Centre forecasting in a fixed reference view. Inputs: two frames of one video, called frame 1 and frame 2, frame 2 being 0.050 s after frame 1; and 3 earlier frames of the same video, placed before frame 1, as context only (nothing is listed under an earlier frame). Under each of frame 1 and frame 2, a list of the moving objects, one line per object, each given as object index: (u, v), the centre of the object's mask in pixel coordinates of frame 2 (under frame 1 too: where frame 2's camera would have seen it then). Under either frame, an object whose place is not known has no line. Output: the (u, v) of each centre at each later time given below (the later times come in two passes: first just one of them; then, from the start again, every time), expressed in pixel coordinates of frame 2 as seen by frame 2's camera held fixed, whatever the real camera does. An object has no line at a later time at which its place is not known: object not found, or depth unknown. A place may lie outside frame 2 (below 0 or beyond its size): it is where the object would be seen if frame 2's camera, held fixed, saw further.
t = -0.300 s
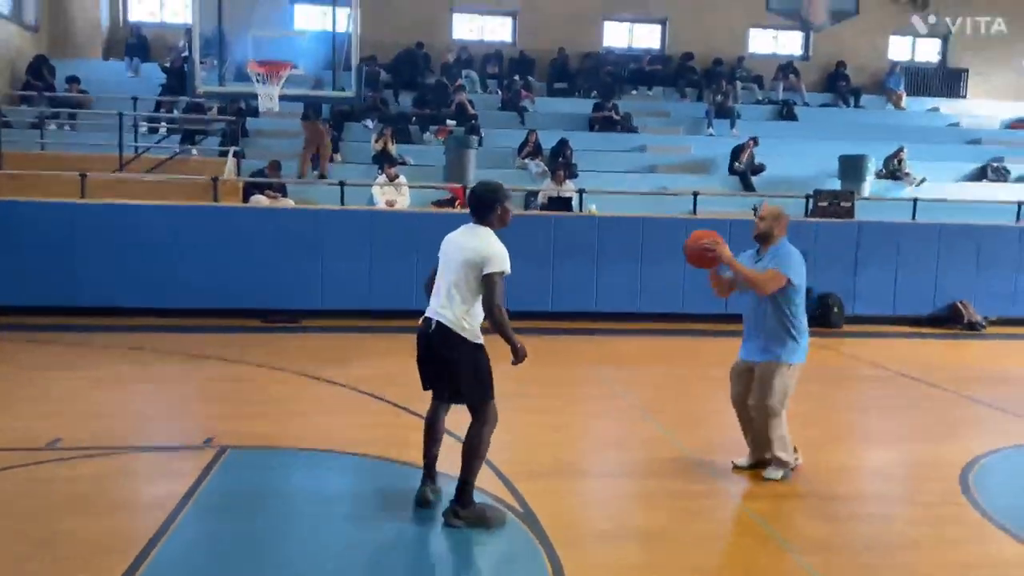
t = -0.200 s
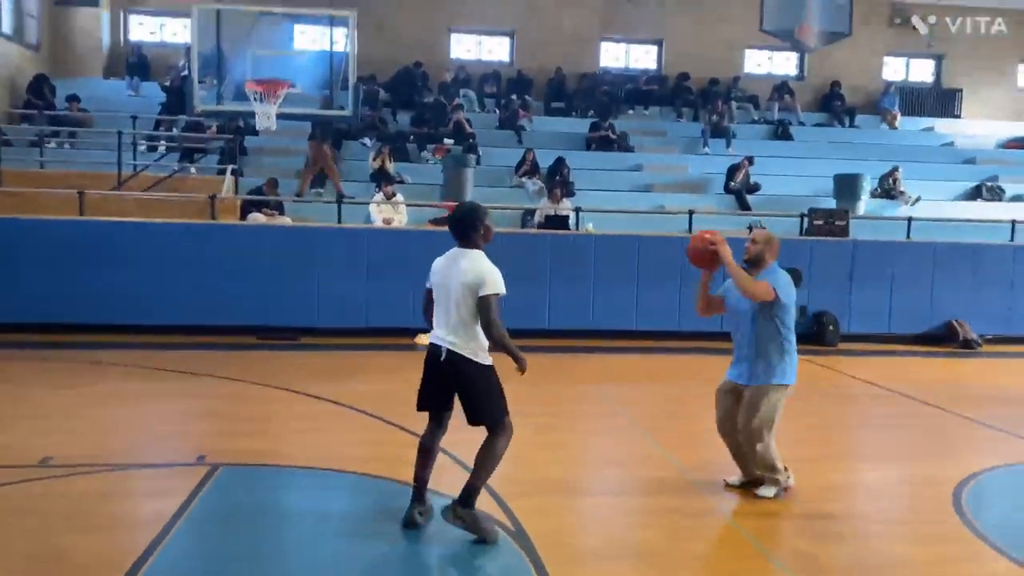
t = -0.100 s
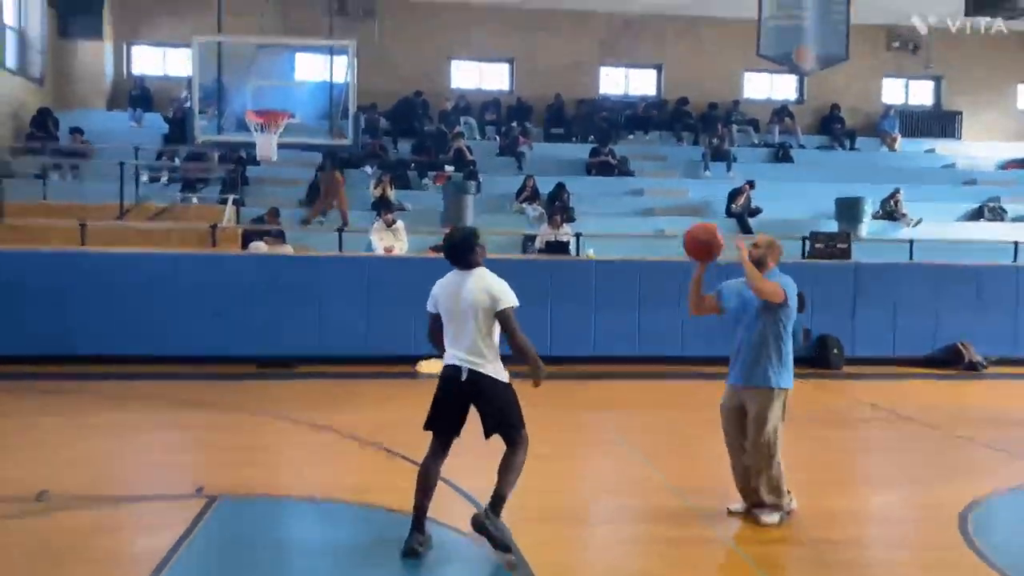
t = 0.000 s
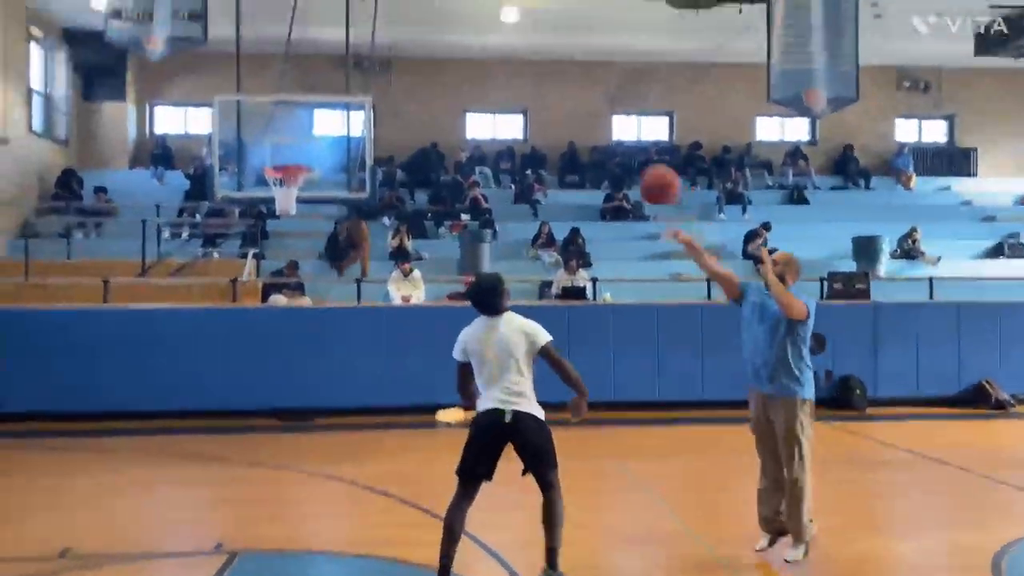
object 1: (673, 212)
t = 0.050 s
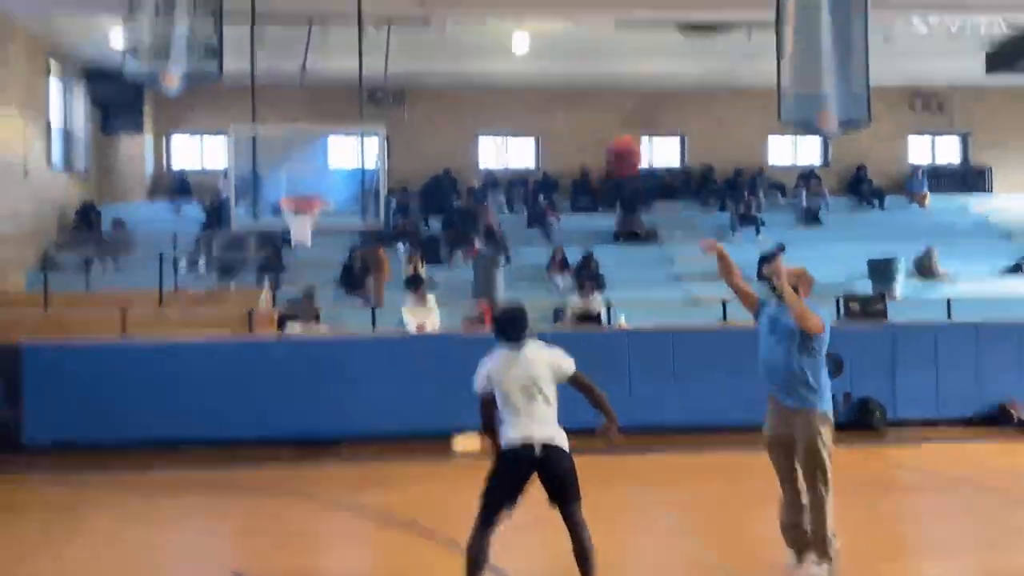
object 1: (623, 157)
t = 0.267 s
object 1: (416, -42)
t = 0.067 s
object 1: (608, 139)
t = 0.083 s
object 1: (595, 121)
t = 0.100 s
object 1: (578, 105)
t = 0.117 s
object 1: (562, 89)
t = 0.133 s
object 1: (546, 73)
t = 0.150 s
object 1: (530, 59)
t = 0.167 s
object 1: (513, 43)
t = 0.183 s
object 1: (497, 27)
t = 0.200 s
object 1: (482, 13)
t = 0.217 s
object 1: (465, -1)
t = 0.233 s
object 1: (449, -14)
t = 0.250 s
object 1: (433, -29)
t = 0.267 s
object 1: (416, -42)
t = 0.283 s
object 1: (399, -56)
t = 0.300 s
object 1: (383, -68)
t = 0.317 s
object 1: (365, -81)
